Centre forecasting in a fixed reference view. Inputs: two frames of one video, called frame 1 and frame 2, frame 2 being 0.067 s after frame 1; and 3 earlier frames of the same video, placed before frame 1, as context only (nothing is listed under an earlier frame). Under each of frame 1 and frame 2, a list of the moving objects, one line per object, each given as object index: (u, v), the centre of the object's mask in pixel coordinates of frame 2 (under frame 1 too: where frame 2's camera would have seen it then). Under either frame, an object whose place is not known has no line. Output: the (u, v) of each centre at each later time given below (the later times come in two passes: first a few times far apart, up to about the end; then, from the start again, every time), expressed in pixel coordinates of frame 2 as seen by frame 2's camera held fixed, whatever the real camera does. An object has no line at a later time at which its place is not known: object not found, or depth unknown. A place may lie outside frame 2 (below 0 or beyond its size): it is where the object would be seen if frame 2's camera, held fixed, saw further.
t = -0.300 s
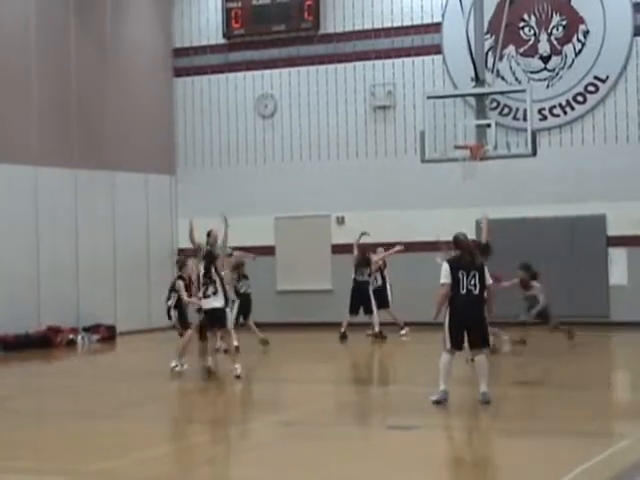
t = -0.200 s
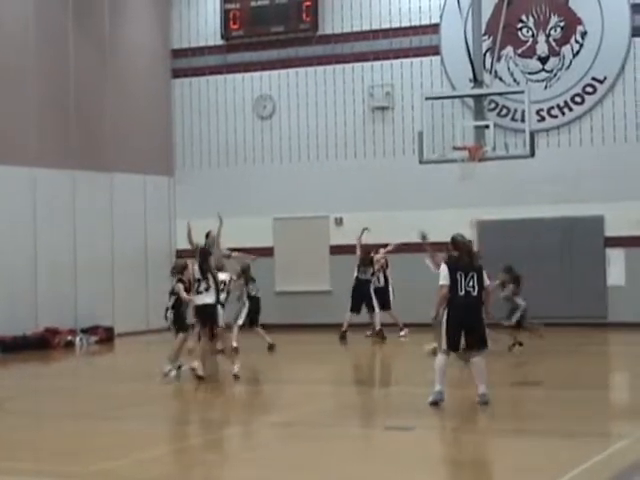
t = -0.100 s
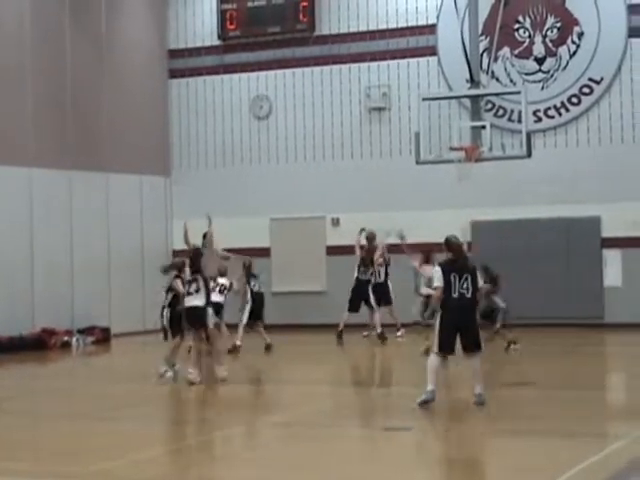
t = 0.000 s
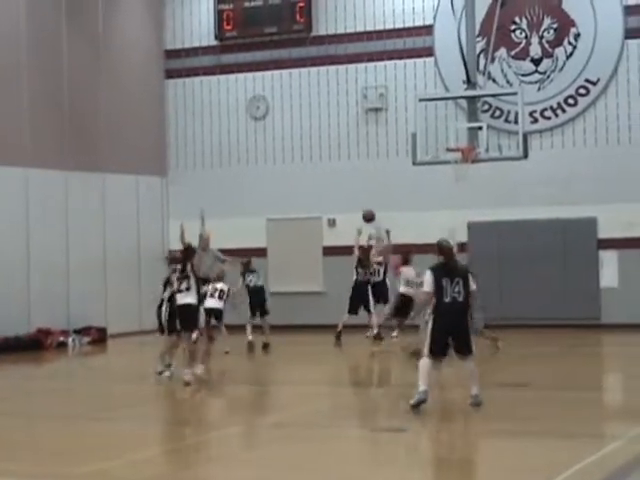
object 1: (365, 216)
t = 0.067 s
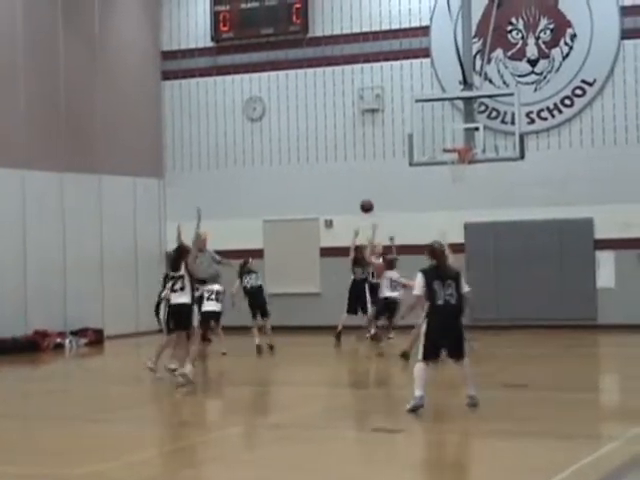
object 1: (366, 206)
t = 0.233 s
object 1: (369, 189)
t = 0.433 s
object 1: (374, 190)
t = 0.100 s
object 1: (367, 201)
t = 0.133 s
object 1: (367, 197)
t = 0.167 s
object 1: (368, 194)
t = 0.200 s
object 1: (369, 191)
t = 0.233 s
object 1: (369, 189)
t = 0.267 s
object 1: (370, 187)
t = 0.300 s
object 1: (370, 187)
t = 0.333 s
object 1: (371, 187)
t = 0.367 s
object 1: (372, 187)
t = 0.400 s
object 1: (373, 188)
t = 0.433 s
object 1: (374, 190)
